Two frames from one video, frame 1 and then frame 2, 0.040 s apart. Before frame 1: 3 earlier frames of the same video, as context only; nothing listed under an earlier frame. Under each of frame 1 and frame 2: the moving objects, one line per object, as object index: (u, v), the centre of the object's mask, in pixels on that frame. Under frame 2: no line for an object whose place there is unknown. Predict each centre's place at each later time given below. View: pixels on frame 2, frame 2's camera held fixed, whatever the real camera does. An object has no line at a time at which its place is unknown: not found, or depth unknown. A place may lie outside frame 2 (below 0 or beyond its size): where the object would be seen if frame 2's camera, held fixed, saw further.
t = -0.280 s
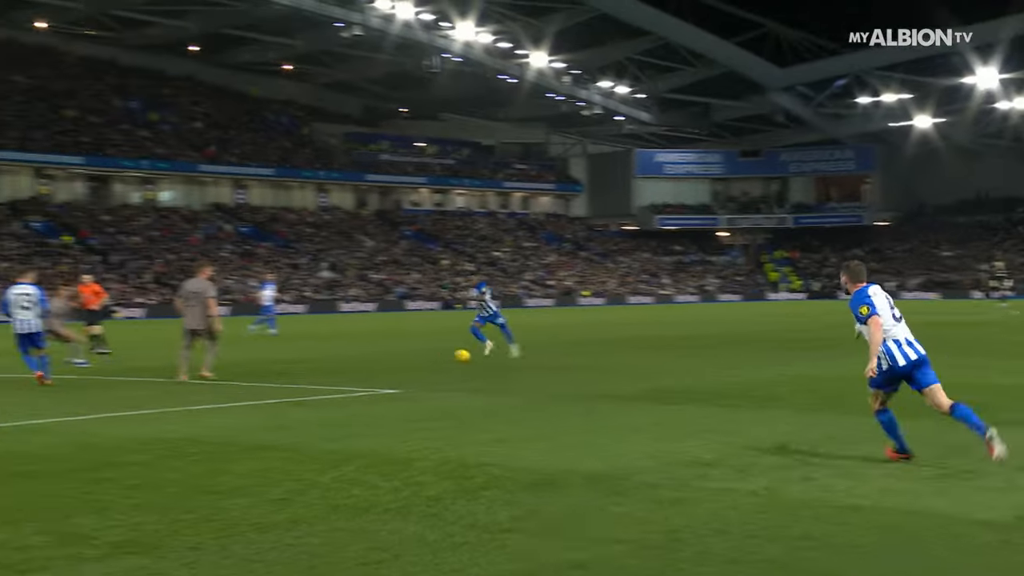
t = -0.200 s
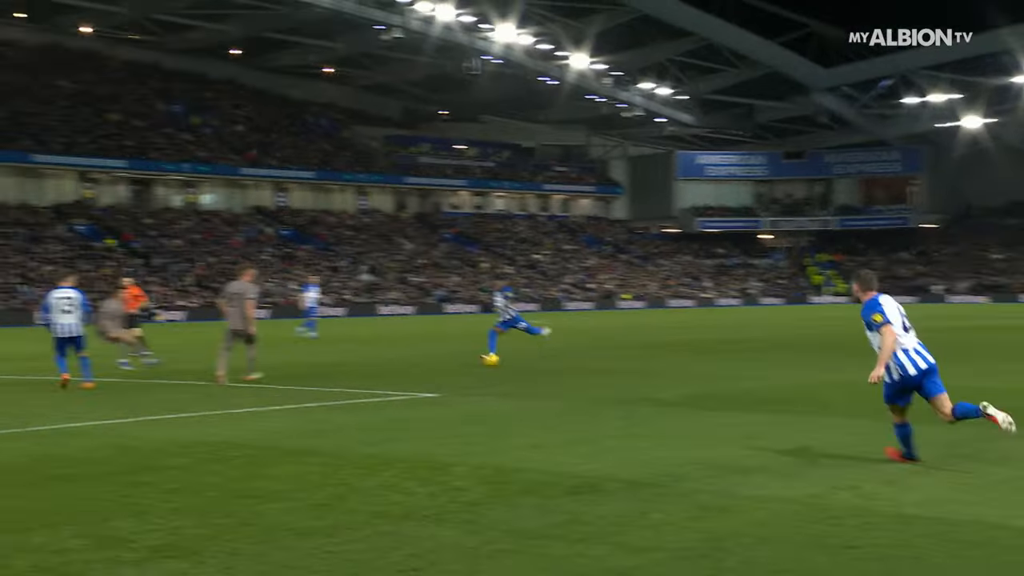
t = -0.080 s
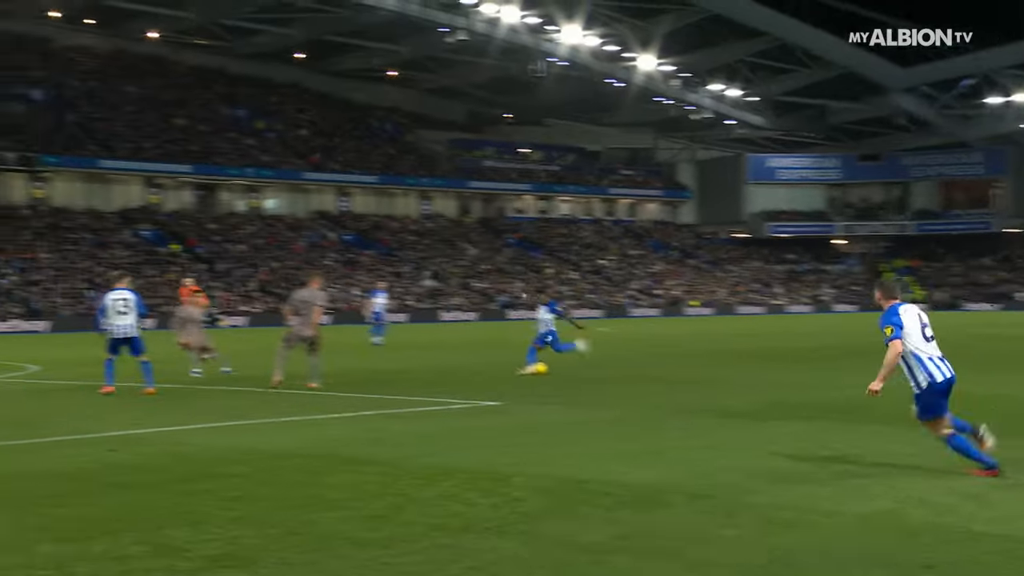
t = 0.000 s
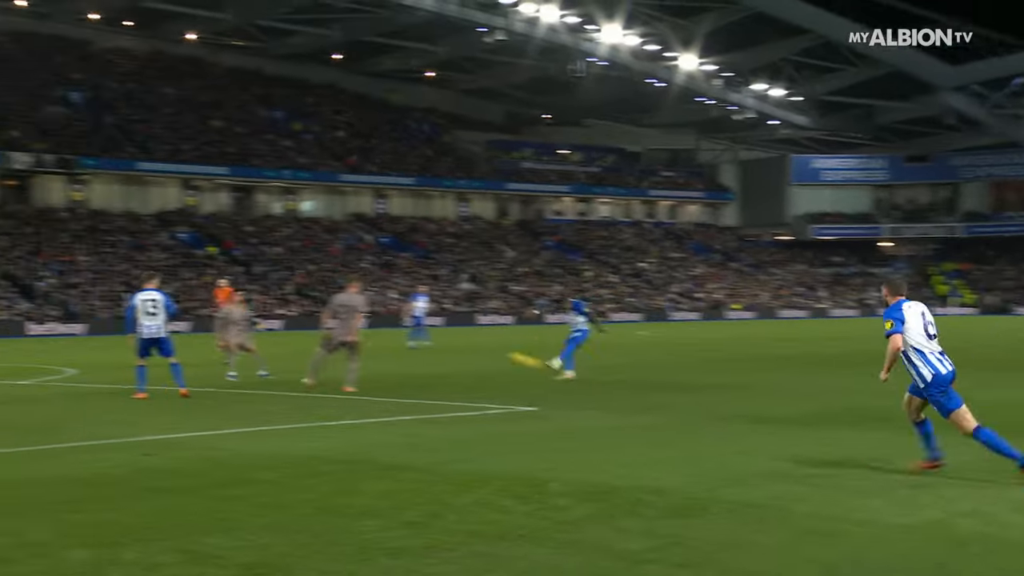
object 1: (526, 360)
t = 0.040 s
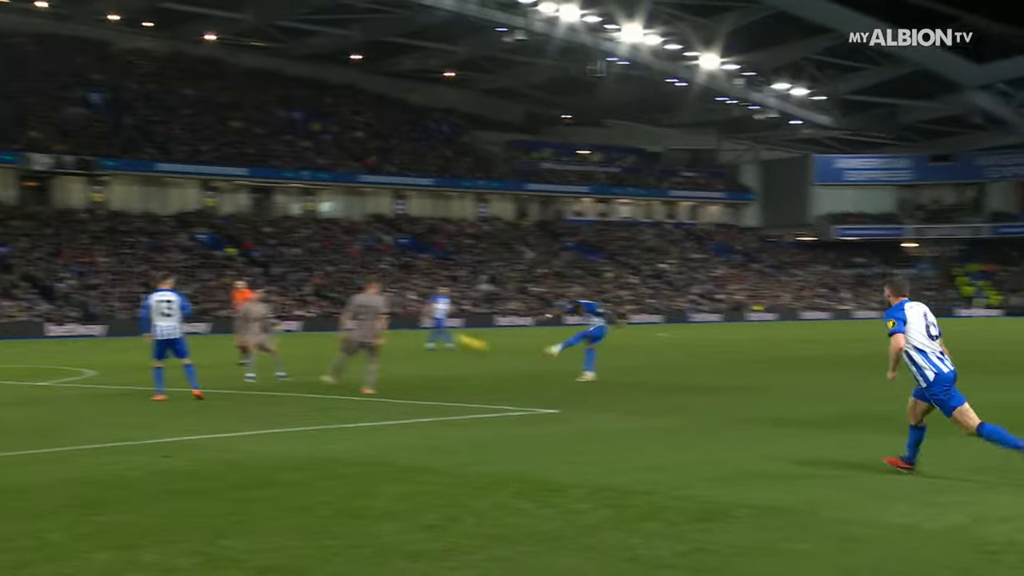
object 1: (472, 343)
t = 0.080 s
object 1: (402, 325)
